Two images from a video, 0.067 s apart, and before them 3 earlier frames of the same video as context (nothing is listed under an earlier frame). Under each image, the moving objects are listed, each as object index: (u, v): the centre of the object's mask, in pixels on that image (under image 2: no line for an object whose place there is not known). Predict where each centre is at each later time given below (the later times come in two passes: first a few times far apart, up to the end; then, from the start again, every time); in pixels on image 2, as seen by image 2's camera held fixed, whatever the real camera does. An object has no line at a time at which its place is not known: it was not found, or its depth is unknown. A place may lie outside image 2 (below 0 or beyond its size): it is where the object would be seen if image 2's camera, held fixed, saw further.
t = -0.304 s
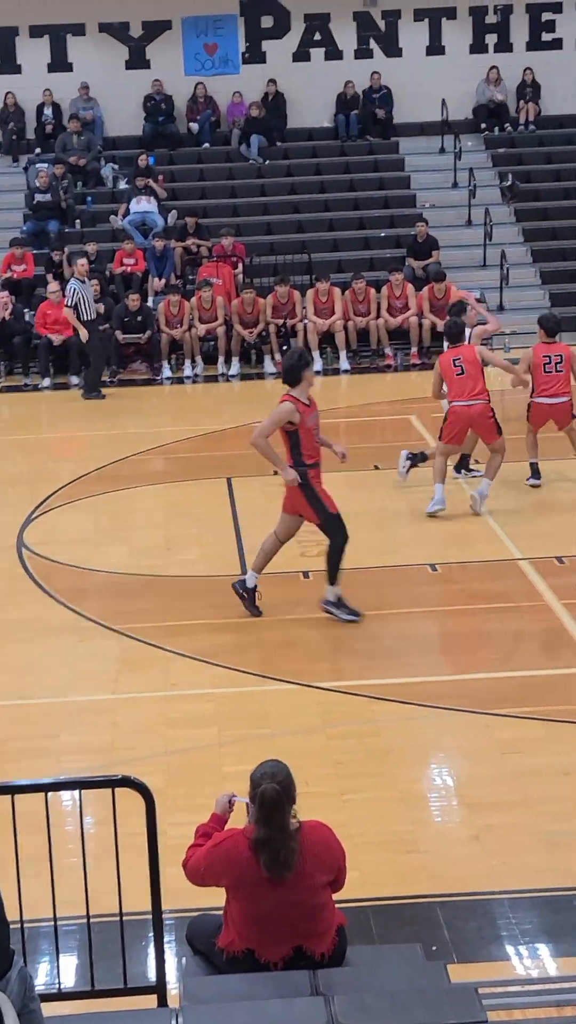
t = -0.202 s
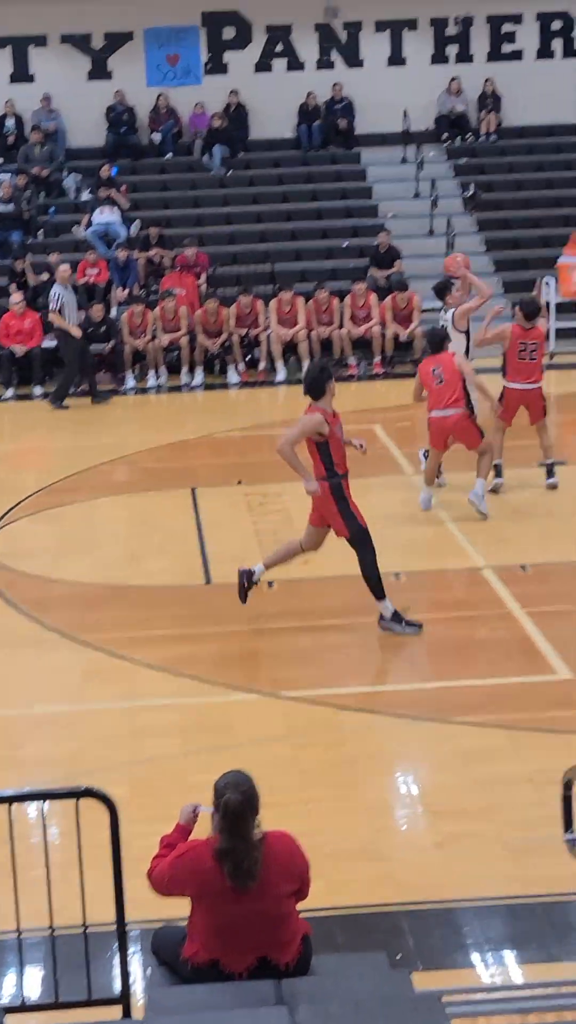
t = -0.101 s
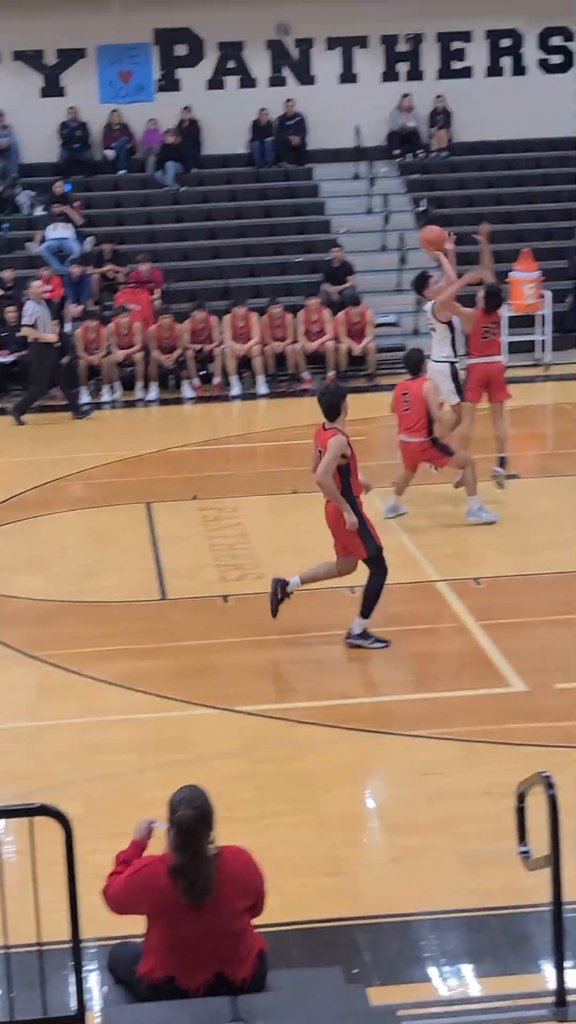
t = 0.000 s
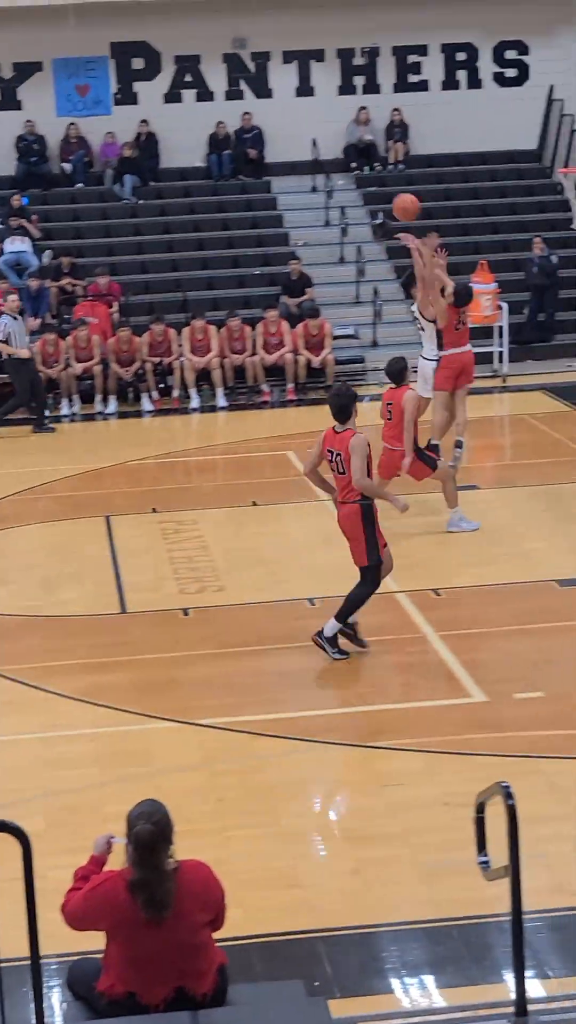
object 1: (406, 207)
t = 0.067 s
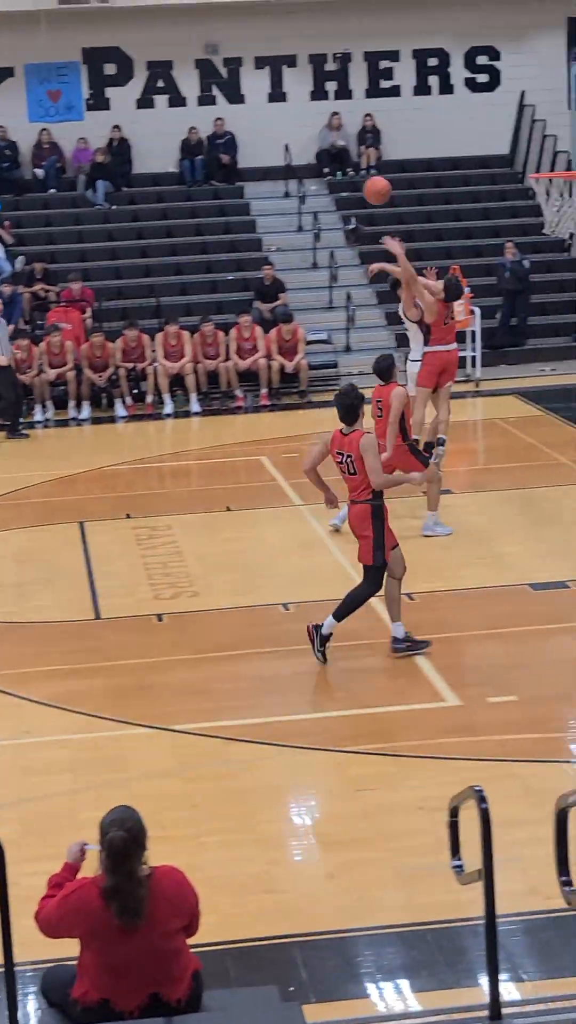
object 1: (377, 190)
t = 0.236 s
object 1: (374, 157)
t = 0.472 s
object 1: (373, 161)
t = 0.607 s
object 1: (374, 192)
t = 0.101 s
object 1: (376, 181)
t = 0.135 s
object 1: (376, 173)
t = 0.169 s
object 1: (376, 166)
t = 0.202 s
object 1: (375, 160)
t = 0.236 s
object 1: (374, 157)
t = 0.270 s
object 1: (374, 153)
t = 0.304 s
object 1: (374, 152)
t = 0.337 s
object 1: (373, 151)
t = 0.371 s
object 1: (373, 152)
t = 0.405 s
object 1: (373, 154)
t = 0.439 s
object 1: (373, 157)
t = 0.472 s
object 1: (373, 161)
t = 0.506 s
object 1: (373, 167)
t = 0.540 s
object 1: (374, 174)
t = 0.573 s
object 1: (374, 182)
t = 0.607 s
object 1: (374, 192)
